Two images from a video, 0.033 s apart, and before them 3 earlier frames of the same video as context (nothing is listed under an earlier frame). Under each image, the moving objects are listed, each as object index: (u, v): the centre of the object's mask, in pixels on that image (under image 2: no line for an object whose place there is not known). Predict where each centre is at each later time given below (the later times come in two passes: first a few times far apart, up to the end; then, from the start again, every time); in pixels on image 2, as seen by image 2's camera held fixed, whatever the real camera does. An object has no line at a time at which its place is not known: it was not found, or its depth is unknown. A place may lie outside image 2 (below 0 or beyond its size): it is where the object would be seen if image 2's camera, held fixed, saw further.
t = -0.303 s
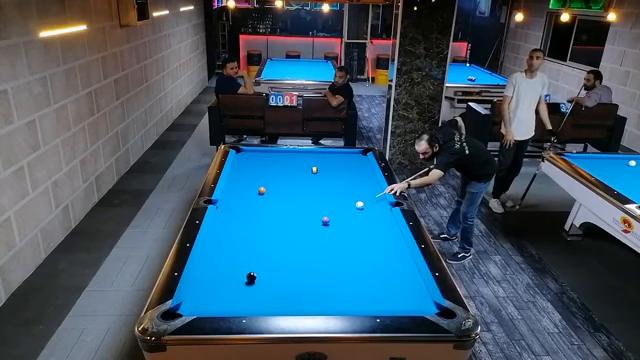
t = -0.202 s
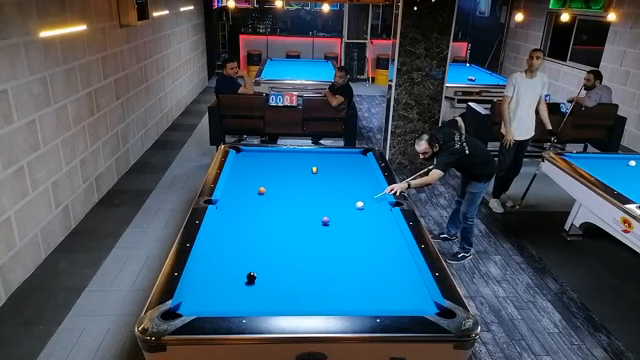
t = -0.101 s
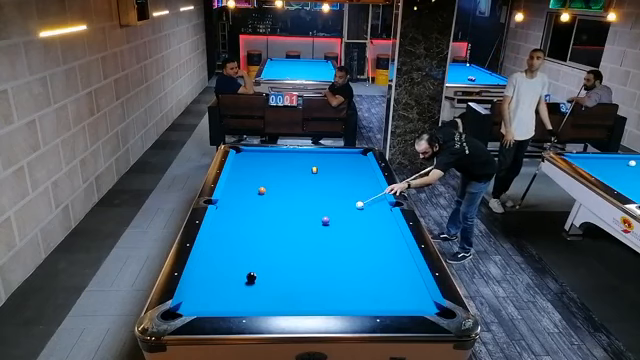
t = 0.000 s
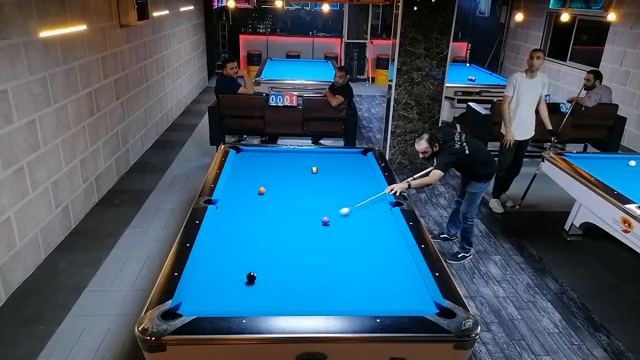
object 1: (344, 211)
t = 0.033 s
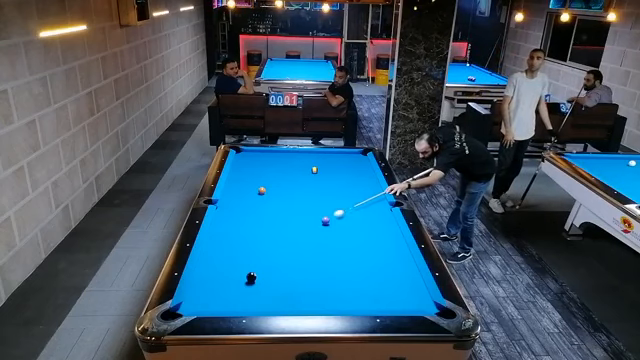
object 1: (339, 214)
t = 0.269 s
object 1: (323, 217)
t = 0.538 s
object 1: (314, 217)
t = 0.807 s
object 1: (305, 217)
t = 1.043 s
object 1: (298, 217)
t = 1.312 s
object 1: (291, 216)
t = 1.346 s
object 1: (290, 217)
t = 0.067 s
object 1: (333, 216)
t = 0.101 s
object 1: (330, 218)
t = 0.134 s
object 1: (328, 217)
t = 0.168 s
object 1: (327, 217)
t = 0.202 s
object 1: (326, 217)
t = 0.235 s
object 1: (325, 217)
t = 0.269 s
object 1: (323, 217)
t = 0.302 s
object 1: (322, 217)
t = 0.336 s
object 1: (321, 217)
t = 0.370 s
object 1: (319, 217)
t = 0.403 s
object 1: (318, 217)
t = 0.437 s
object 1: (317, 217)
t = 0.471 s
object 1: (316, 217)
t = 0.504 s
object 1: (315, 217)
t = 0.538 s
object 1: (314, 217)
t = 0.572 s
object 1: (313, 217)
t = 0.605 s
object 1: (311, 217)
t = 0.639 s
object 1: (310, 217)
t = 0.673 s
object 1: (309, 217)
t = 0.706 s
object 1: (308, 217)
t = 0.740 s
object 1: (307, 217)
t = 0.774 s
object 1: (306, 217)
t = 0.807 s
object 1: (305, 217)
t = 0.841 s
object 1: (304, 217)
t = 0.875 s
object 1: (303, 217)
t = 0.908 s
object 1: (302, 217)
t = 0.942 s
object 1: (301, 217)
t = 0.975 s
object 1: (300, 217)
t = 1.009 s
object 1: (299, 217)
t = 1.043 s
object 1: (298, 217)
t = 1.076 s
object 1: (297, 217)
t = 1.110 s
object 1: (296, 216)
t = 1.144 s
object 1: (295, 217)
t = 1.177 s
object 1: (294, 217)
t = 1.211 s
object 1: (293, 217)
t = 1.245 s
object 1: (292, 216)
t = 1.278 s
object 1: (292, 216)
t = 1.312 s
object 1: (291, 216)
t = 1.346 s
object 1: (290, 217)
